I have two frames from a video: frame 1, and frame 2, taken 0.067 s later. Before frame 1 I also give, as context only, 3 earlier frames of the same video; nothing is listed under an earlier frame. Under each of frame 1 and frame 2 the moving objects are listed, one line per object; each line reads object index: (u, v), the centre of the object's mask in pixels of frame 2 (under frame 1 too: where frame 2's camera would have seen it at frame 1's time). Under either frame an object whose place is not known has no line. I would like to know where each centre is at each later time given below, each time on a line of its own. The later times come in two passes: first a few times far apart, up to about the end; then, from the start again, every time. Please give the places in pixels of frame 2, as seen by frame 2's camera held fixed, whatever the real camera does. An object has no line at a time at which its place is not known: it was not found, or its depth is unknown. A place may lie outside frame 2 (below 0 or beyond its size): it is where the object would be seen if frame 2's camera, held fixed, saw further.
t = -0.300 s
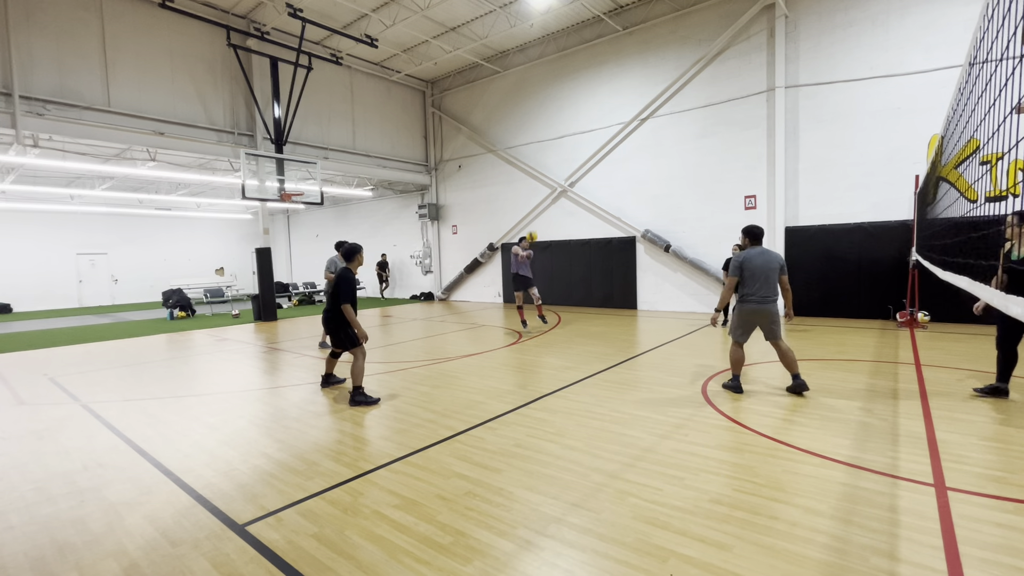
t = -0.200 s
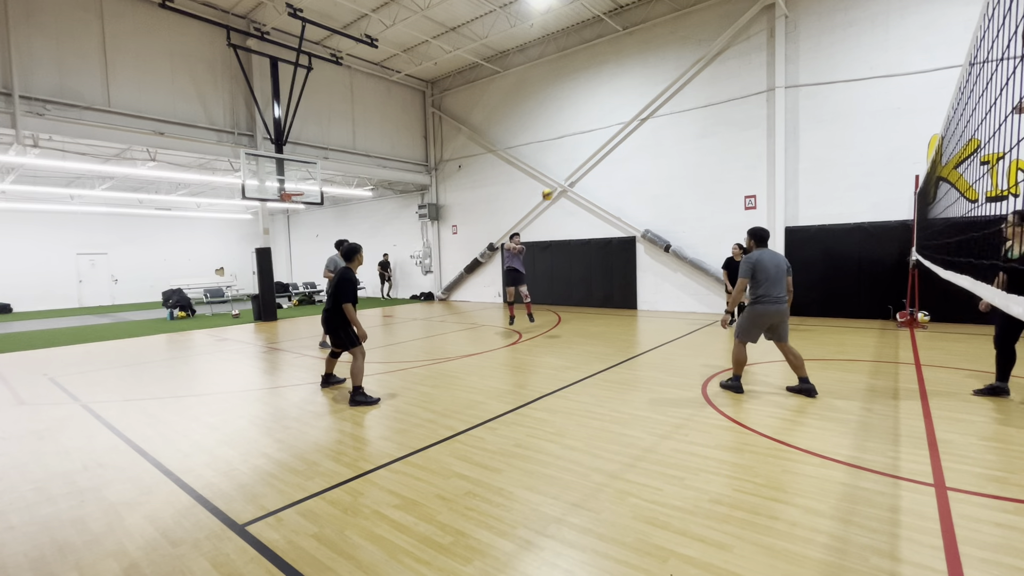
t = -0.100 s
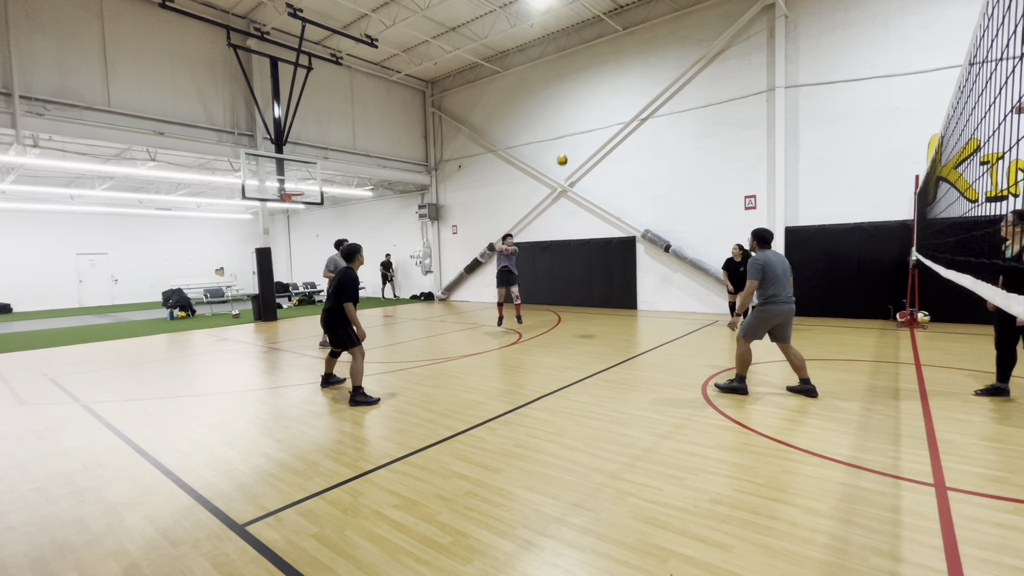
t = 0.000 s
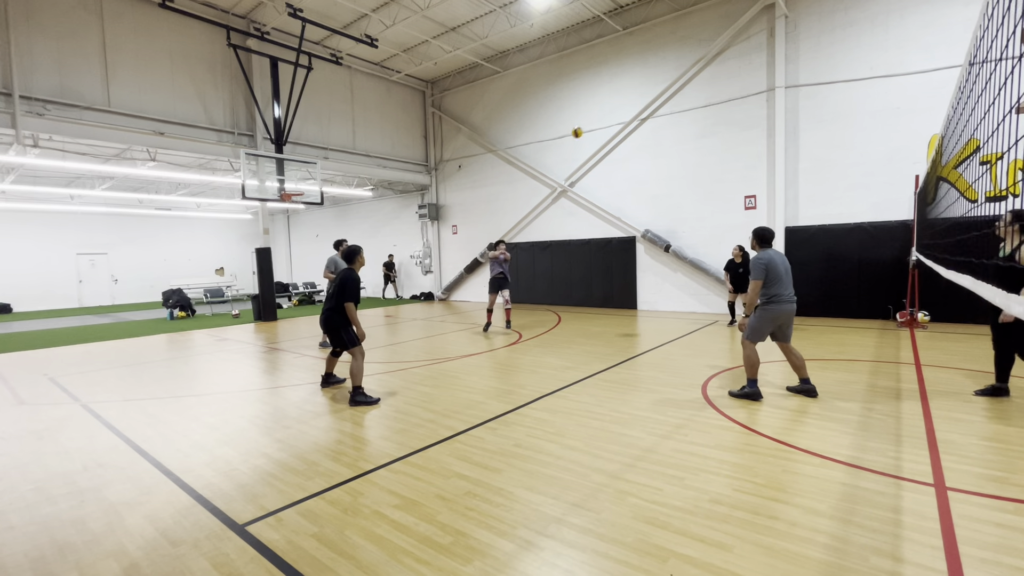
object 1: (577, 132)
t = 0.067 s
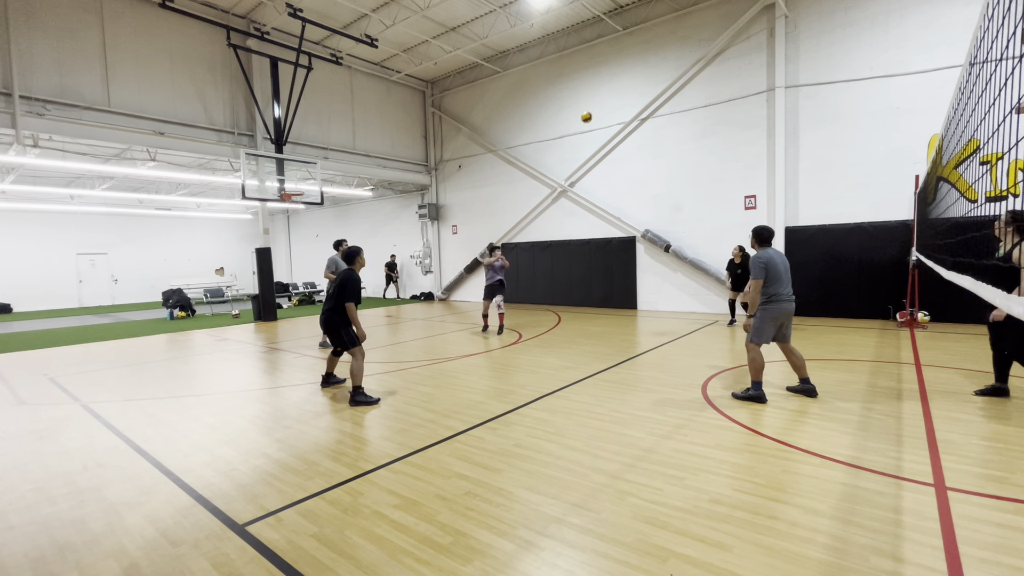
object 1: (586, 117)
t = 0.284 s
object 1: (617, 87)
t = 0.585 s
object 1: (655, 86)
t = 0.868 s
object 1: (687, 124)
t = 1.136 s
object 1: (715, 187)
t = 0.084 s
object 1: (589, 114)
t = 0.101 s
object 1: (591, 111)
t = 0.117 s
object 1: (594, 108)
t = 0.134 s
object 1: (596, 105)
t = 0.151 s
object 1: (598, 102)
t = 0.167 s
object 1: (601, 100)
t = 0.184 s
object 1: (603, 97)
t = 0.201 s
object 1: (605, 95)
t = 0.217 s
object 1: (607, 93)
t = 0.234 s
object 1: (610, 91)
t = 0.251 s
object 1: (612, 90)
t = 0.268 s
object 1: (614, 88)
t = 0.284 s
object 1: (617, 87)
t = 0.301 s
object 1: (619, 86)
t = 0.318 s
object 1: (621, 85)
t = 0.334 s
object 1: (623, 83)
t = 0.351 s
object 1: (625, 83)
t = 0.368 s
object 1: (628, 82)
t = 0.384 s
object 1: (630, 81)
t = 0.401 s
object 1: (632, 81)
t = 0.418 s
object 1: (634, 81)
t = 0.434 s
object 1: (636, 81)
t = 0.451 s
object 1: (638, 81)
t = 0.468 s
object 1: (641, 81)
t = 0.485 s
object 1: (643, 81)
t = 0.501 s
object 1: (645, 82)
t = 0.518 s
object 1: (647, 82)
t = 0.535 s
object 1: (649, 83)
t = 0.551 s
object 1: (651, 84)
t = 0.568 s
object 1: (653, 85)
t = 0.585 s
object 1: (655, 86)
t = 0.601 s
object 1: (657, 87)
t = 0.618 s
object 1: (659, 89)
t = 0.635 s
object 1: (661, 90)
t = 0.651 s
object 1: (663, 92)
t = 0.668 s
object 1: (665, 93)
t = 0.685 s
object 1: (667, 95)
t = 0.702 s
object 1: (669, 97)
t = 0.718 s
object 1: (671, 99)
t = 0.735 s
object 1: (673, 101)
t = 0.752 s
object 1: (675, 104)
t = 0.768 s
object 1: (677, 107)
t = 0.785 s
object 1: (678, 109)
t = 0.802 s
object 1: (680, 112)
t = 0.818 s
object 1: (682, 115)
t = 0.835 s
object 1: (684, 117)
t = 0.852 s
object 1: (685, 120)
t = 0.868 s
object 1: (687, 124)
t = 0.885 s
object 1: (689, 127)
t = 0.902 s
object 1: (691, 130)
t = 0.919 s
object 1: (693, 134)
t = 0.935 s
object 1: (695, 137)
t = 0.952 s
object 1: (696, 141)
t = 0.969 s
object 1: (698, 145)
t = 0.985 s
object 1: (700, 148)
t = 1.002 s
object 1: (701, 152)
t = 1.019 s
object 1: (703, 156)
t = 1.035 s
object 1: (705, 160)
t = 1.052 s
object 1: (707, 164)
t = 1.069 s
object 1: (709, 169)
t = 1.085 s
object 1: (710, 173)
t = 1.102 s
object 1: (712, 178)
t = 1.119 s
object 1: (713, 183)
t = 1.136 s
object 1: (715, 187)
